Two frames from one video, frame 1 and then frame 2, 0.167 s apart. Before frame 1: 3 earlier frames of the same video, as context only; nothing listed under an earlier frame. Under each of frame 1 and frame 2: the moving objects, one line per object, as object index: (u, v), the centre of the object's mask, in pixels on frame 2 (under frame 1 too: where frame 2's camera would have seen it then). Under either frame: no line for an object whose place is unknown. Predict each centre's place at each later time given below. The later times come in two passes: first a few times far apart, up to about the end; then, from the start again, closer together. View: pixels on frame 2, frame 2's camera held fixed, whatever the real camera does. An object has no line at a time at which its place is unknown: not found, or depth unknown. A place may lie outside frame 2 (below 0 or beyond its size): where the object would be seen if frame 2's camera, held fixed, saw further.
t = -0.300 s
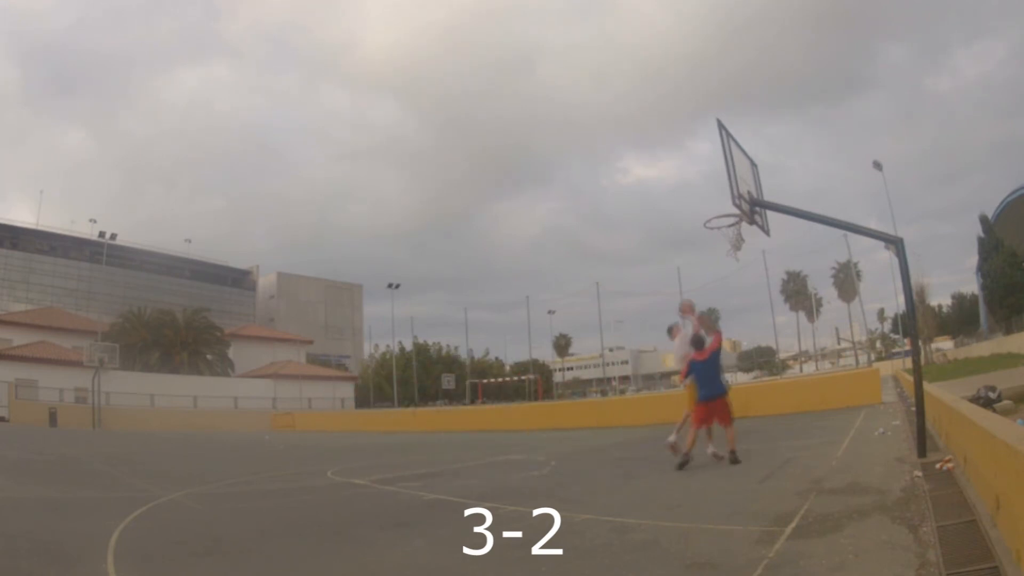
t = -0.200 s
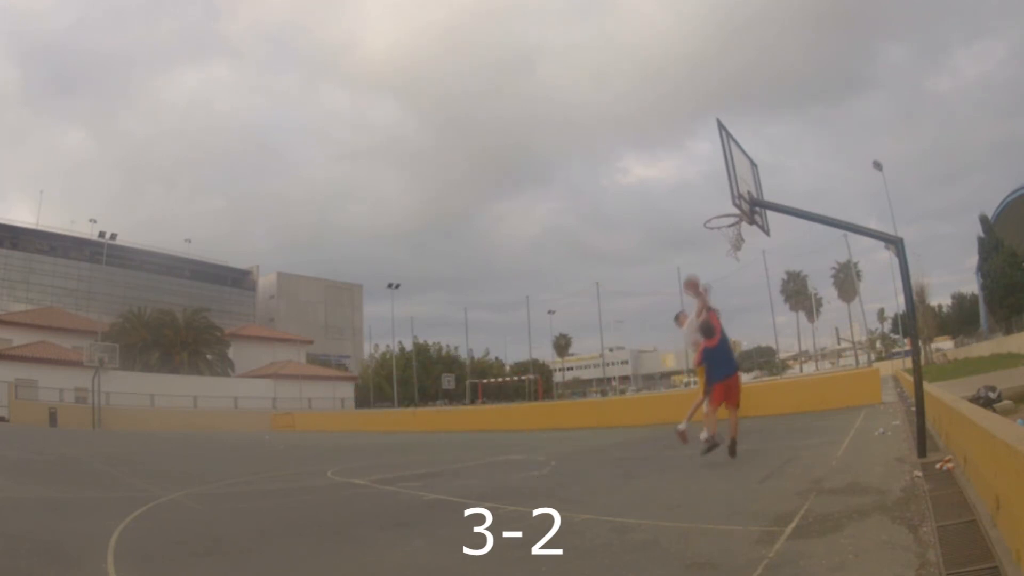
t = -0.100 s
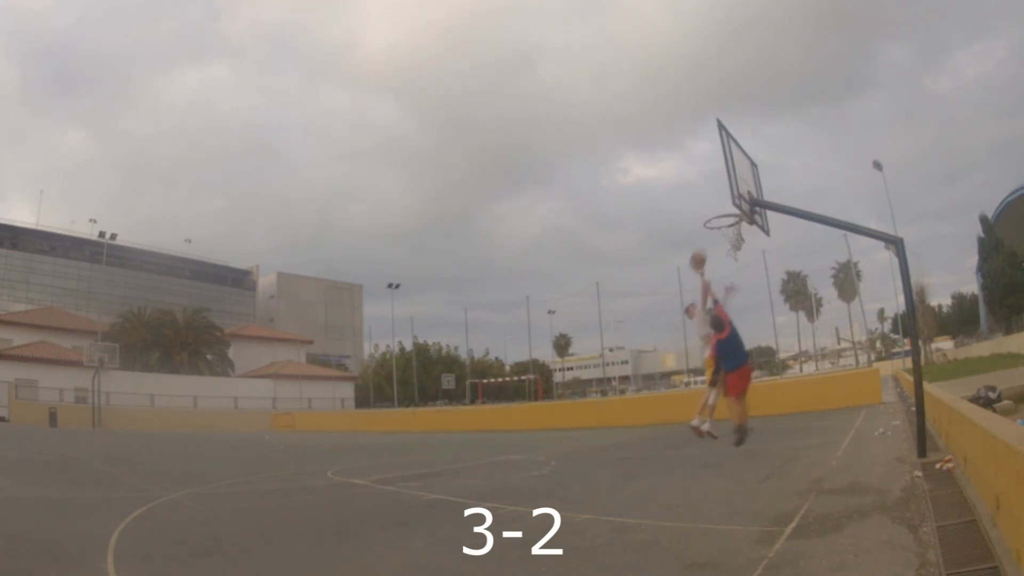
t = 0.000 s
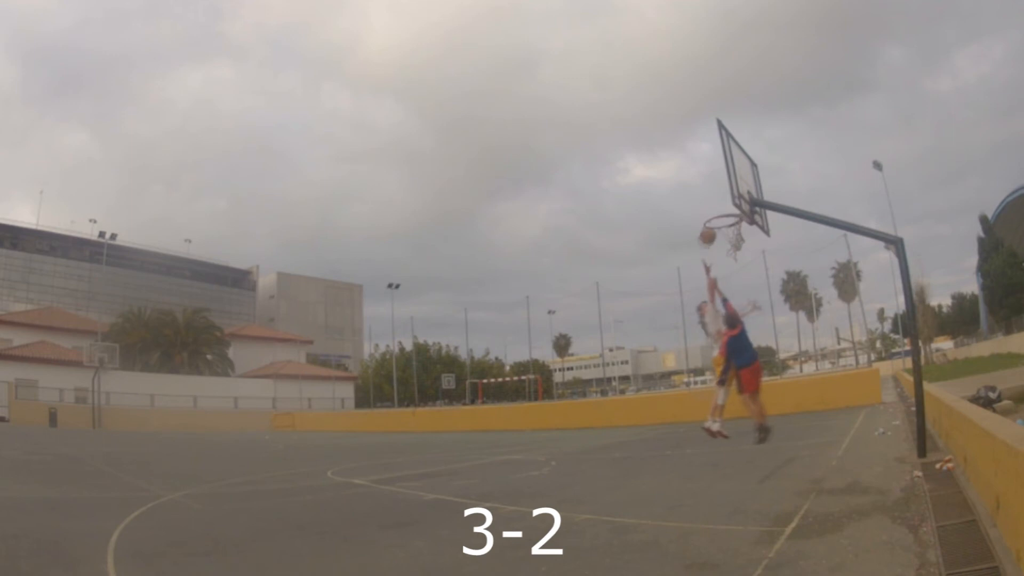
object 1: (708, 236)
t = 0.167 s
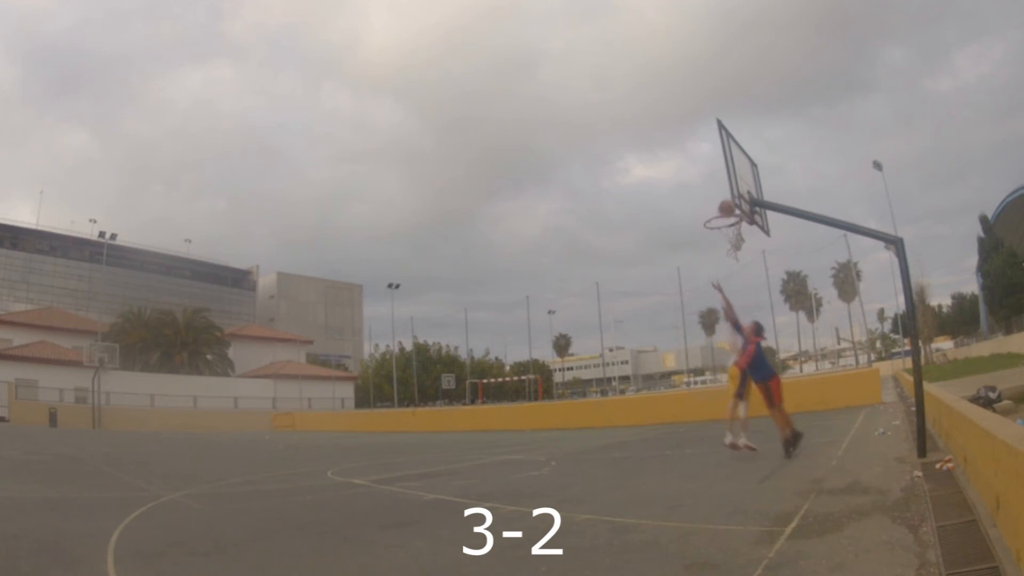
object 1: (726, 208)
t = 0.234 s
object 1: (730, 204)
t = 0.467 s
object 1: (725, 217)
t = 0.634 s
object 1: (711, 256)
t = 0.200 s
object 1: (729, 205)
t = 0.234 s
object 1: (730, 204)
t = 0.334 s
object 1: (734, 204)
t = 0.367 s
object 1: (732, 206)
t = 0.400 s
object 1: (729, 207)
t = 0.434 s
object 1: (727, 212)
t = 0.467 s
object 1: (725, 217)
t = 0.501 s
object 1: (722, 222)
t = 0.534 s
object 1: (719, 229)
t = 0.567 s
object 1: (716, 239)
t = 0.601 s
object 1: (714, 244)
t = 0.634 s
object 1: (711, 256)
